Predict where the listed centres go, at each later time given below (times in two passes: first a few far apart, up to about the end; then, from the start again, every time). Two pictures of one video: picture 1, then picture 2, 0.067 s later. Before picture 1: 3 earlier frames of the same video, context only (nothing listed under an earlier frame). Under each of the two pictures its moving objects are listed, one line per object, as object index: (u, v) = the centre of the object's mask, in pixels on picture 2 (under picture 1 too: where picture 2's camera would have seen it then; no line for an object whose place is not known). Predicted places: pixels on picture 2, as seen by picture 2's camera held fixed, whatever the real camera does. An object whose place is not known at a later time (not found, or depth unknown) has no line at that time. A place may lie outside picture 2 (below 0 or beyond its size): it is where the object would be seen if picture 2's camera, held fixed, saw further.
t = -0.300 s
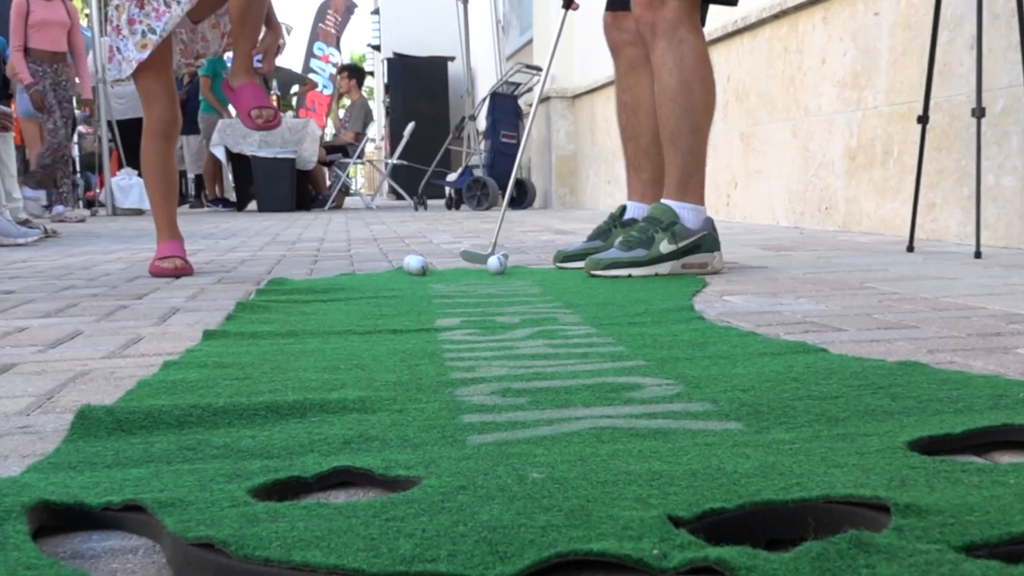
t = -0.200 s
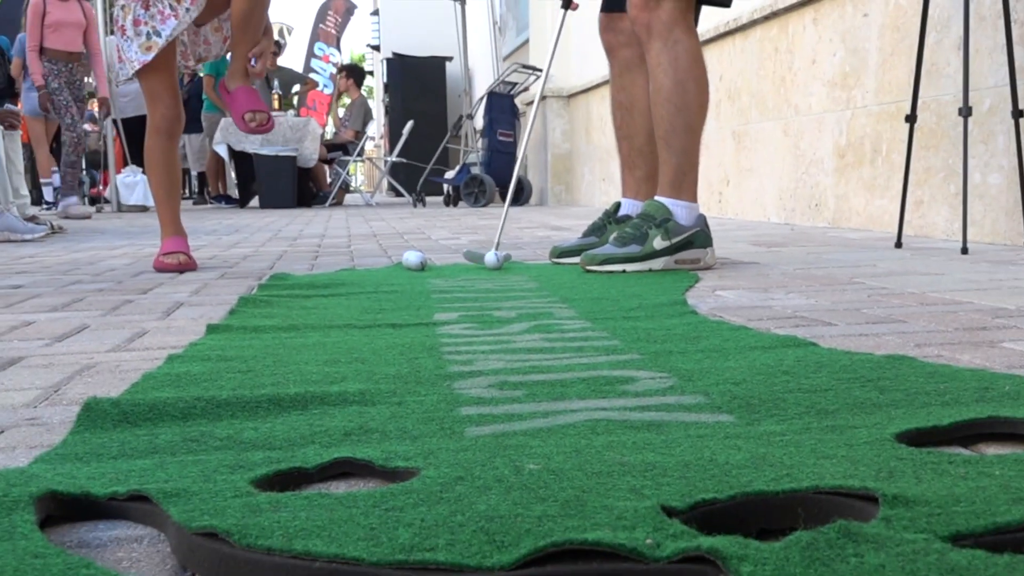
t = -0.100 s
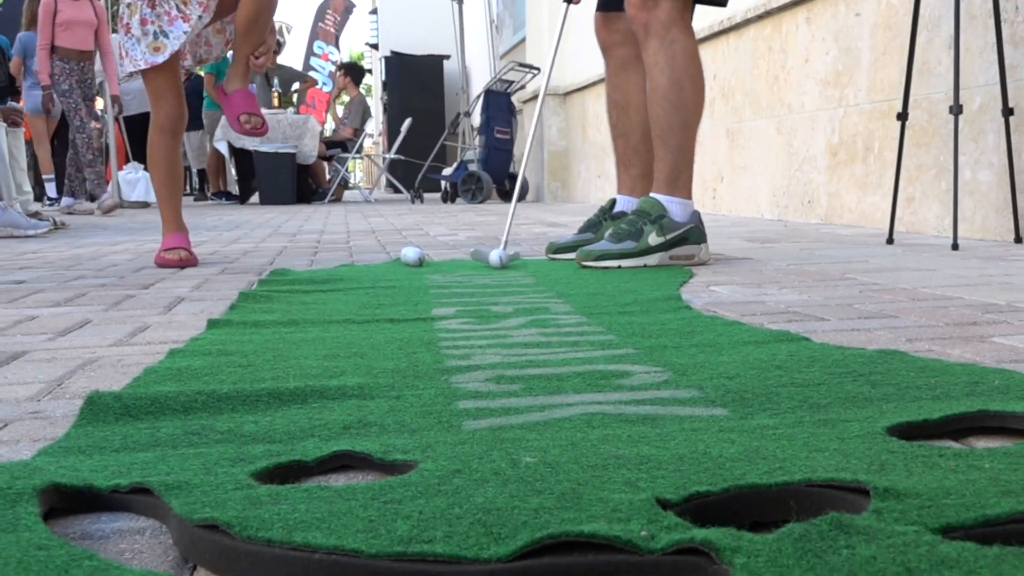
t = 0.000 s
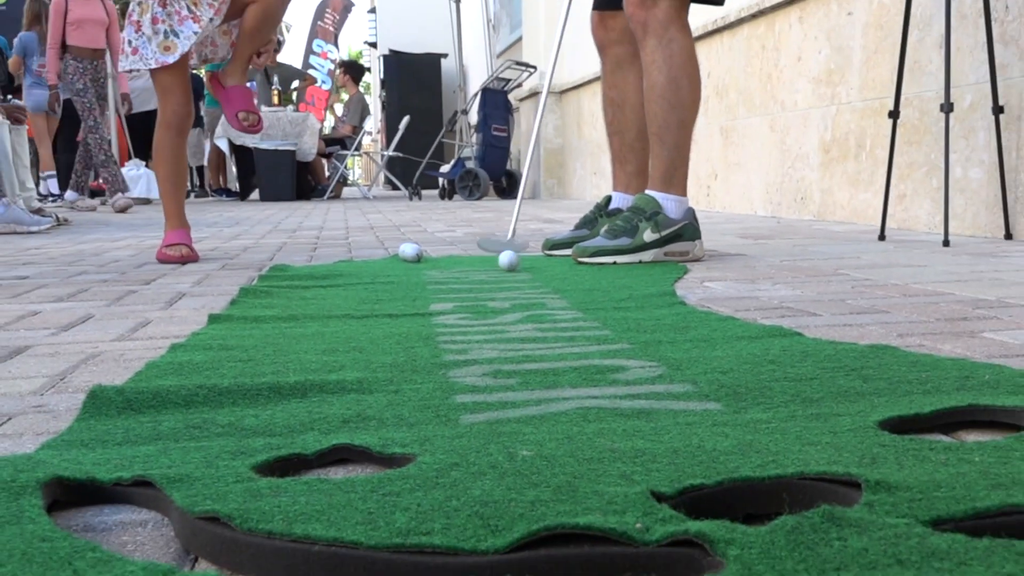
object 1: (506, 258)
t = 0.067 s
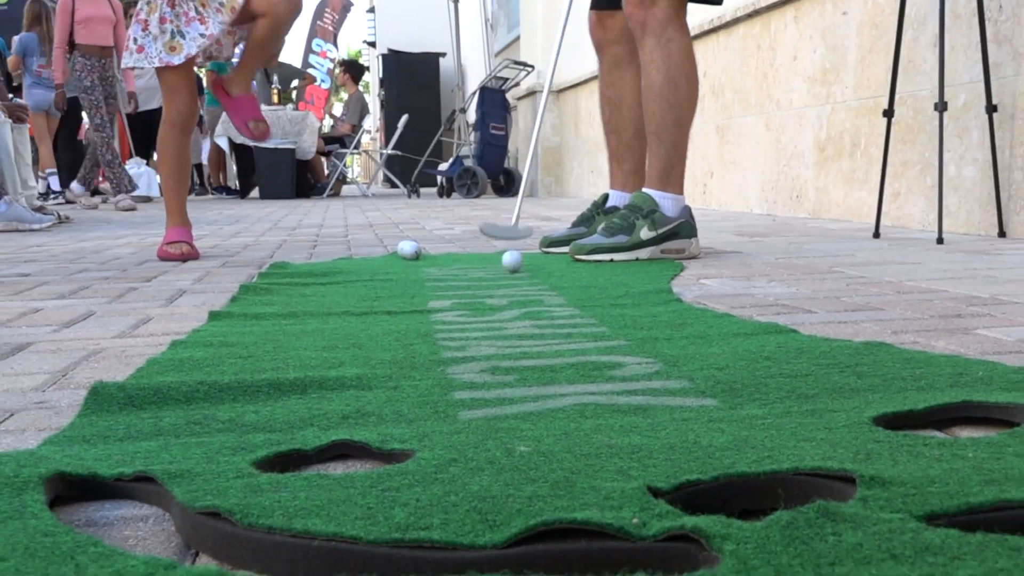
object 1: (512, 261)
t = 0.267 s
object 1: (530, 271)
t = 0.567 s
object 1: (589, 286)
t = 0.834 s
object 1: (658, 307)
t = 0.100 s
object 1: (515, 263)
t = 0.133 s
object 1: (518, 266)
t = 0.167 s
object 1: (521, 268)
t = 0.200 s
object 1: (524, 268)
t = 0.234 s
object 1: (527, 271)
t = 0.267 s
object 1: (530, 271)
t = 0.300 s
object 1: (534, 273)
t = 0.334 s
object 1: (539, 279)
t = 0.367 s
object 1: (544, 278)
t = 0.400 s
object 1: (550, 283)
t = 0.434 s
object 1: (558, 284)
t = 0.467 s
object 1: (566, 287)
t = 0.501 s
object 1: (573, 281)
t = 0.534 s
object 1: (581, 280)
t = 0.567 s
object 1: (589, 286)
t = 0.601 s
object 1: (598, 292)
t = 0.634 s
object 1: (606, 289)
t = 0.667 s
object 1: (614, 291)
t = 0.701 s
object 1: (623, 298)
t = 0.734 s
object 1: (631, 296)
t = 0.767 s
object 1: (640, 303)
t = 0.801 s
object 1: (649, 302)
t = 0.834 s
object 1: (658, 307)
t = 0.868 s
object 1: (668, 308)
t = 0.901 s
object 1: (678, 313)
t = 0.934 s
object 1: (687, 316)
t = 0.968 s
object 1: (697, 320)
